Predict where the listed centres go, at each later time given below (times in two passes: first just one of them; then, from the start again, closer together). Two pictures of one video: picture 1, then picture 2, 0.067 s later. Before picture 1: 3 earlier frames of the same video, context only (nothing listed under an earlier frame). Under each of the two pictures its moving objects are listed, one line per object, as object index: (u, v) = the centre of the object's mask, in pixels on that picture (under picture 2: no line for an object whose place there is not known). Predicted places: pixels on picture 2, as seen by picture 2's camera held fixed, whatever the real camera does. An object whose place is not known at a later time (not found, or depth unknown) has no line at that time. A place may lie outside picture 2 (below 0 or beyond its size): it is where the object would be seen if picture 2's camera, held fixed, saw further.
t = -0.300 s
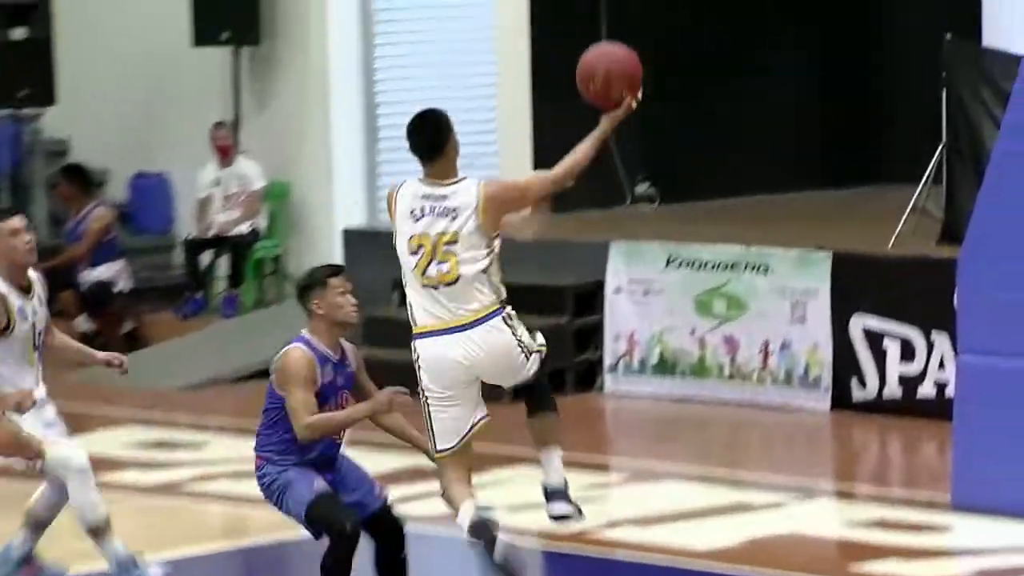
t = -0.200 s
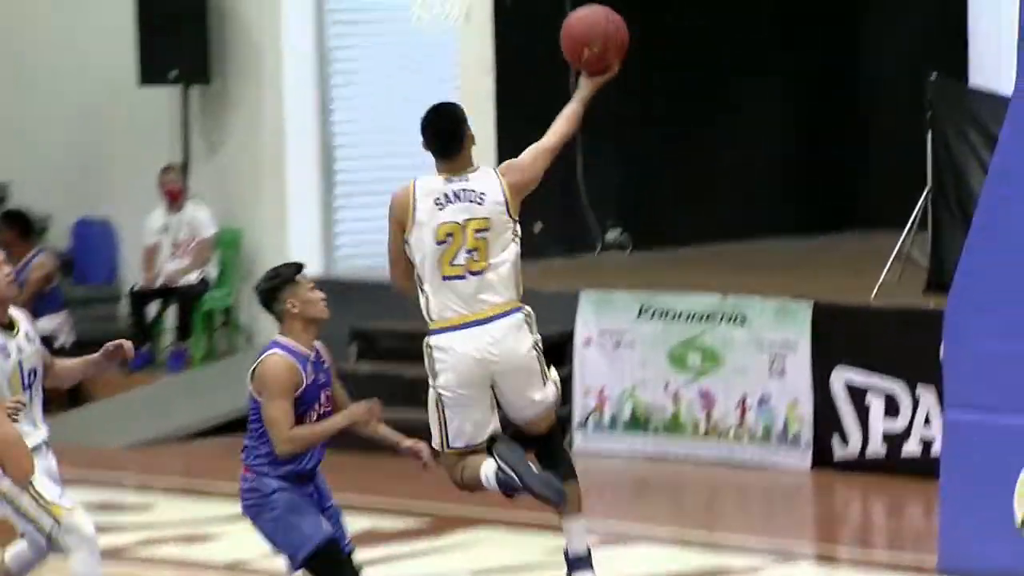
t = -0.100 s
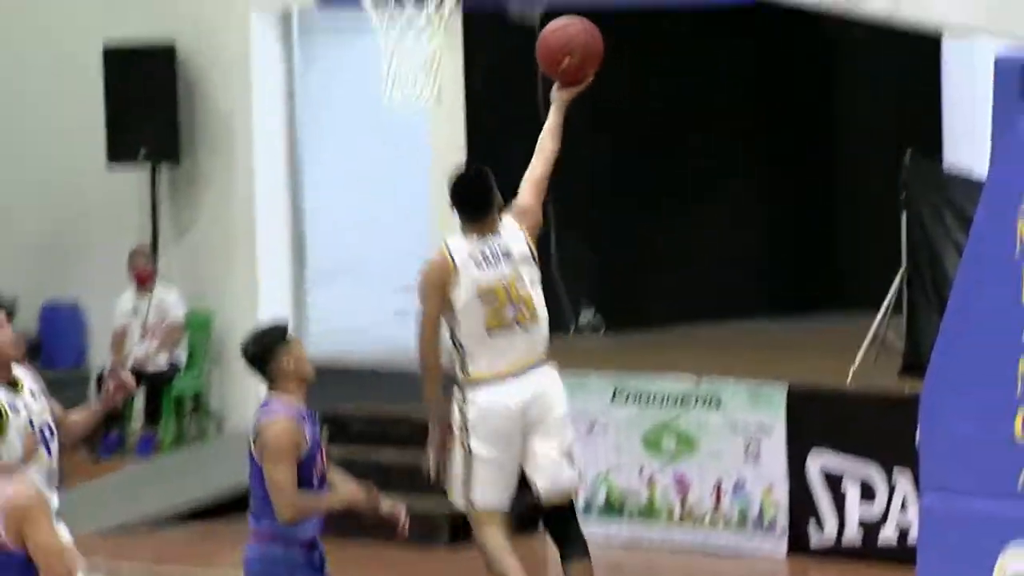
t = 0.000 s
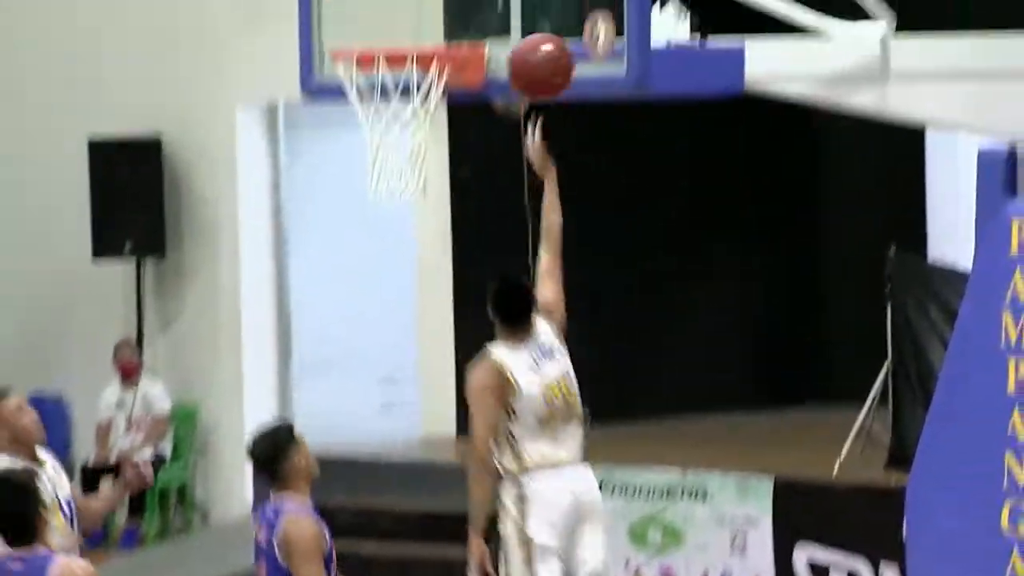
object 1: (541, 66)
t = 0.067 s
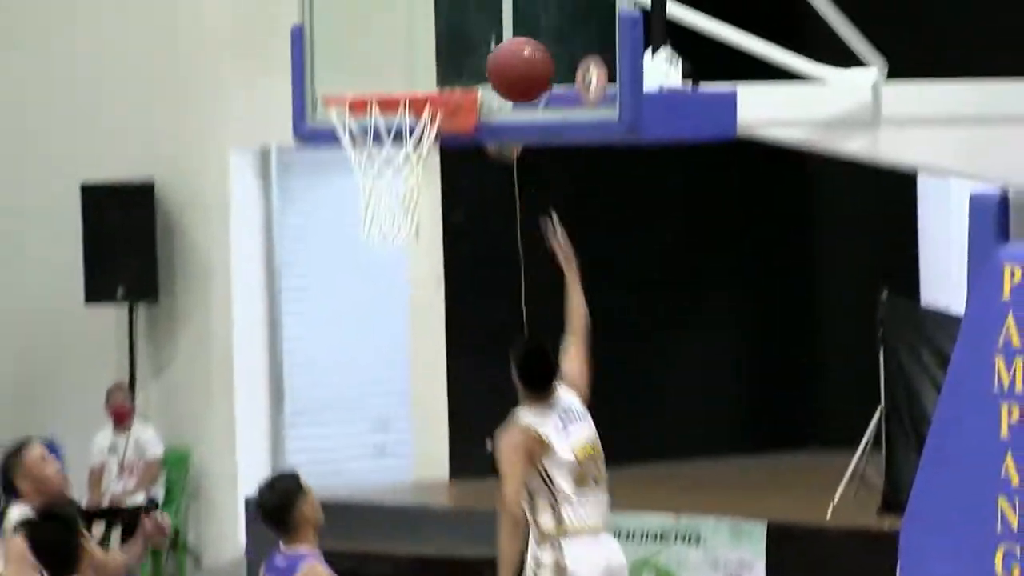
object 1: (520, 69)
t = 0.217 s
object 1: (489, 26)
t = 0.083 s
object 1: (517, 58)
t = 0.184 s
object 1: (498, 25)
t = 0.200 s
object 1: (494, 26)
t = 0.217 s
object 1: (489, 26)
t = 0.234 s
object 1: (485, 26)
